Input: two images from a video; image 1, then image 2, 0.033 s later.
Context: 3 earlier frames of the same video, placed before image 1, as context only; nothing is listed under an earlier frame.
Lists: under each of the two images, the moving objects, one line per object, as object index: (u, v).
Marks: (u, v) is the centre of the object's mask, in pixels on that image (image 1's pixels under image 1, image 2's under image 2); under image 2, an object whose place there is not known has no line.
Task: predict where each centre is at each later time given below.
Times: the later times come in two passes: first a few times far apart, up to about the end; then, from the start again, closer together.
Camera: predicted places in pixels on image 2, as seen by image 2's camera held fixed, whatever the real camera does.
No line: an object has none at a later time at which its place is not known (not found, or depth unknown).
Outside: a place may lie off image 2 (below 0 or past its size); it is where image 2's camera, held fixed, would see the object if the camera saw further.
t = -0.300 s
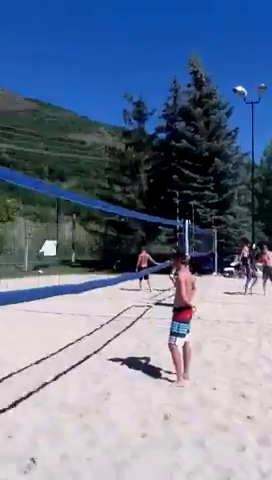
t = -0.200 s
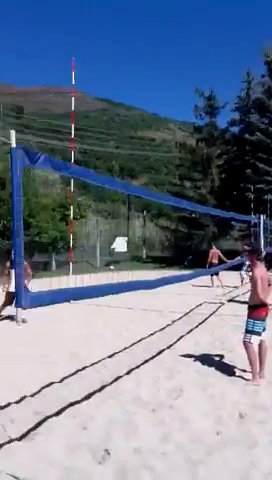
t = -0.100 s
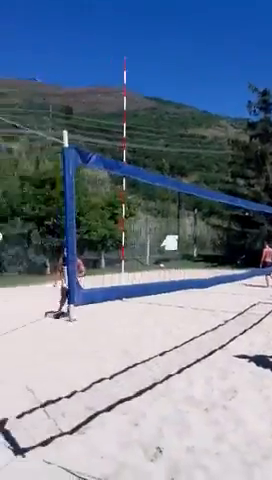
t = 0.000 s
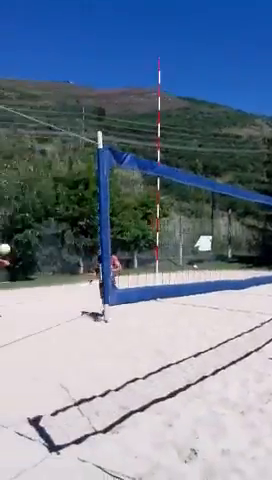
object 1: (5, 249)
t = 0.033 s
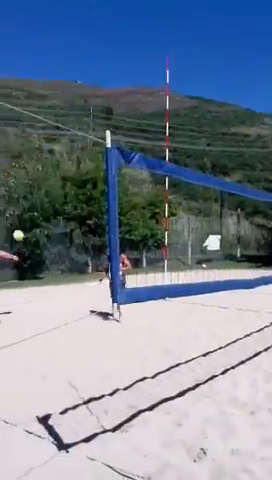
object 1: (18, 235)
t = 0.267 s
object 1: (49, 161)
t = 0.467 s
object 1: (77, 117)
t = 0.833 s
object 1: (118, 84)
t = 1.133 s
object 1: (148, 105)
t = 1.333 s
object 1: (167, 140)
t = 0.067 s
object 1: (22, 222)
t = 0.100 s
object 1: (27, 211)
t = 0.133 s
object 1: (31, 200)
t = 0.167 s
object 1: (35, 190)
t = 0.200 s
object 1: (40, 180)
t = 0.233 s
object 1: (44, 170)
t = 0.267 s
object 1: (49, 161)
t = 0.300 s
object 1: (54, 152)
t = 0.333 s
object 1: (56, 143)
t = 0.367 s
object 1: (64, 136)
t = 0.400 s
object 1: (68, 129)
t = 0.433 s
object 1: (72, 123)
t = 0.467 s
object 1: (77, 117)
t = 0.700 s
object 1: (102, 89)
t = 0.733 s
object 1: (108, 86)
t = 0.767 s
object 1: (111, 85)
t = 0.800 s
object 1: (115, 85)
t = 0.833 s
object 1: (118, 84)
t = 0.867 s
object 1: (121, 84)
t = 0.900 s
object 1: (125, 85)
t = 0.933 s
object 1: (128, 86)
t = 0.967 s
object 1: (131, 88)
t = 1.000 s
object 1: (135, 90)
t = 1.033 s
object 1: (138, 93)
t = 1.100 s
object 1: (144, 100)
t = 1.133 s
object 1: (148, 105)
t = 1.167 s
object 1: (150, 109)
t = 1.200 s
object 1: (154, 114)
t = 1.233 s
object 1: (157, 120)
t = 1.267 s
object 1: (160, 126)
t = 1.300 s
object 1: (163, 133)
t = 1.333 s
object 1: (167, 140)
